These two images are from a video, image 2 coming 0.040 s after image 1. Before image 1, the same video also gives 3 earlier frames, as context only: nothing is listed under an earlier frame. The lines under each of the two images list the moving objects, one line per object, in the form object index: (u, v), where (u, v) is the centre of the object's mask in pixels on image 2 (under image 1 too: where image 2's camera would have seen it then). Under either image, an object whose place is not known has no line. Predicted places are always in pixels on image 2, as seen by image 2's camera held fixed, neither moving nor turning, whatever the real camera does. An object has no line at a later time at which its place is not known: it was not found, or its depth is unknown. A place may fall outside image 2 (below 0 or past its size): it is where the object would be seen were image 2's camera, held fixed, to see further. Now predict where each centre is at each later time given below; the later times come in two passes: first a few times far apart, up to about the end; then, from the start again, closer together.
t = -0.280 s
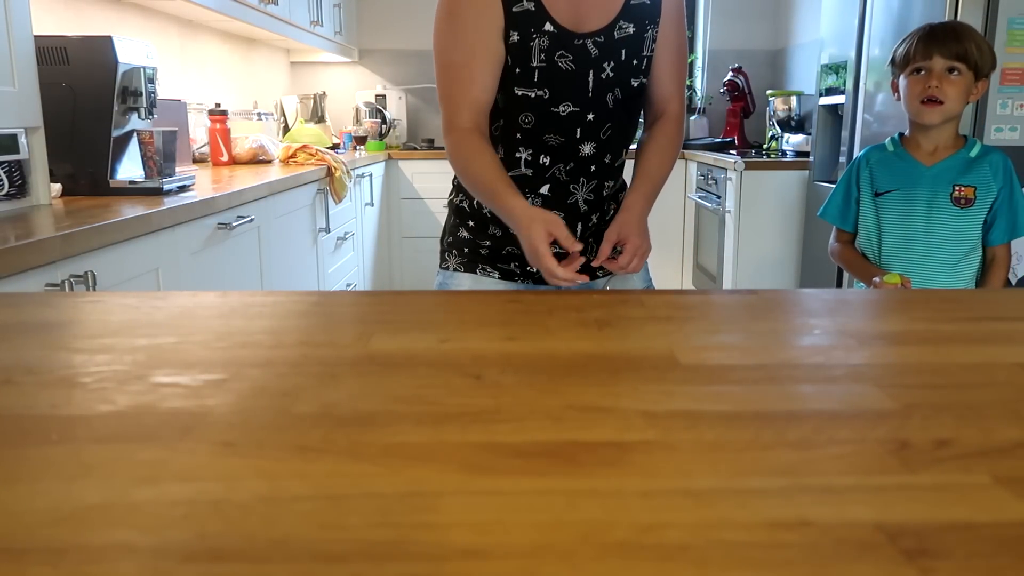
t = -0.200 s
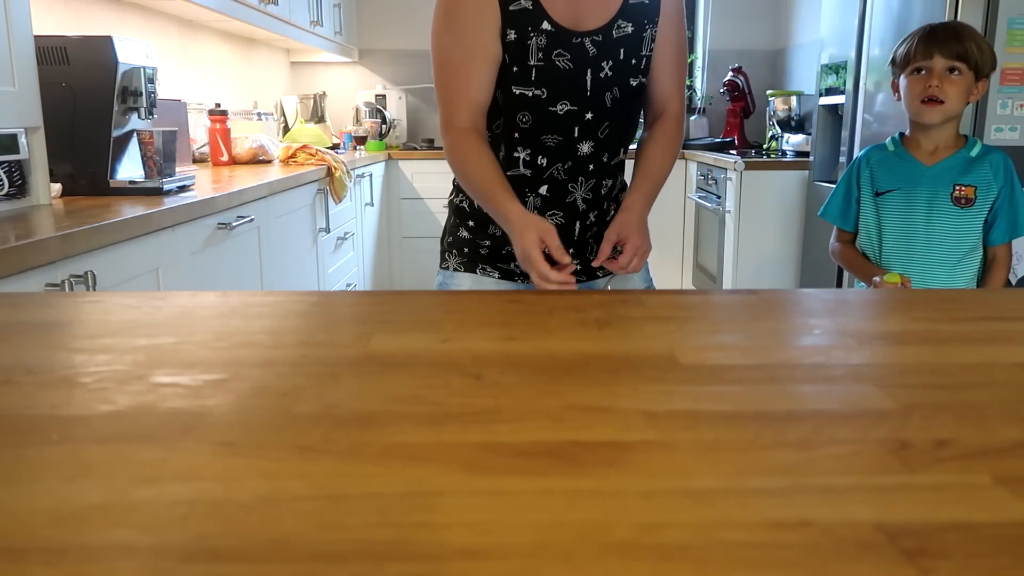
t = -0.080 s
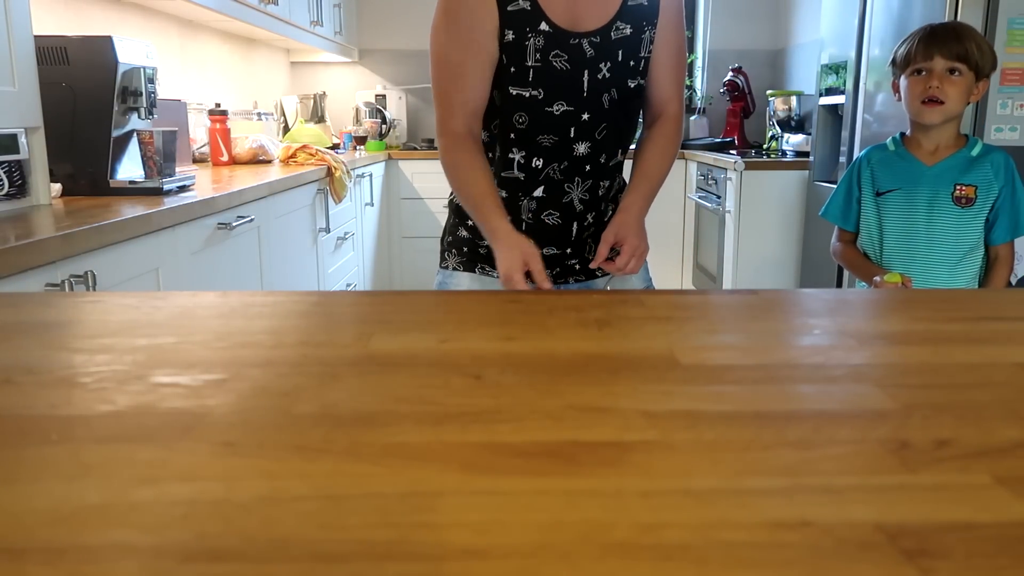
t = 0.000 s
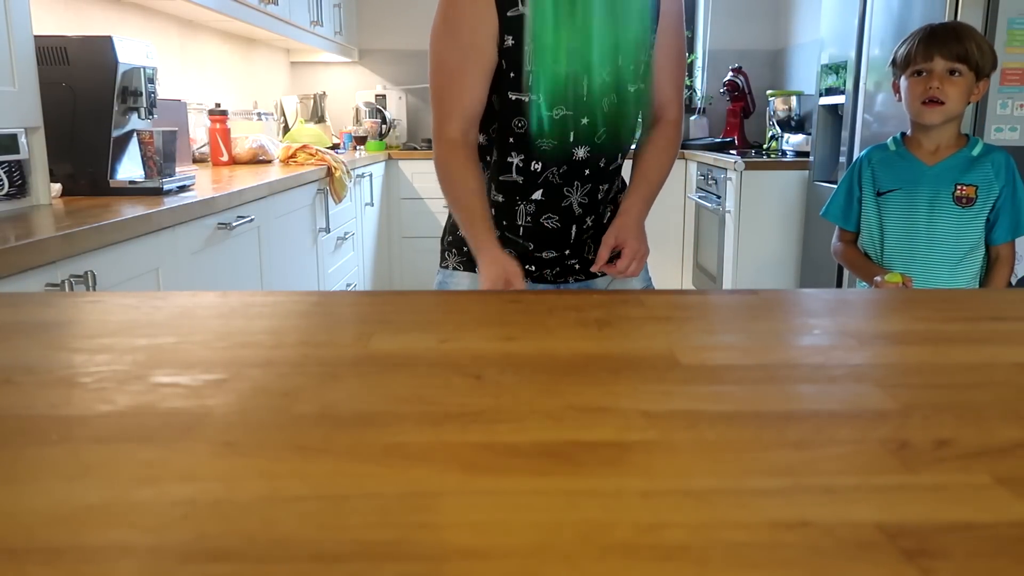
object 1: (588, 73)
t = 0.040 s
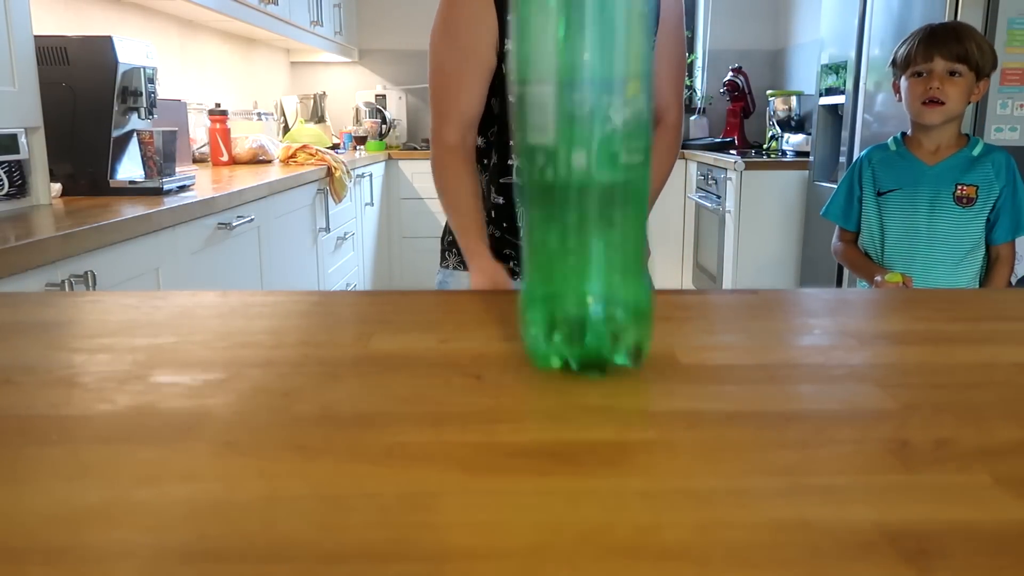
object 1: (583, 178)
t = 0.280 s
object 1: (633, 184)
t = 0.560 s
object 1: (730, 420)
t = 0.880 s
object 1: (766, 420)
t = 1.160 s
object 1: (759, 420)
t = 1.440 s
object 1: (738, 421)
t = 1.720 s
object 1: (715, 420)
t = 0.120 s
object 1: (596, 188)
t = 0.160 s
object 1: (608, 189)
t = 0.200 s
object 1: (618, 188)
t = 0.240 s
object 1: (626, 187)
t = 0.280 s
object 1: (633, 184)
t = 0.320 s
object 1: (643, 183)
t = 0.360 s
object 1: (660, 183)
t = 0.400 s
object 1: (691, 193)
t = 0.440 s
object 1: (788, 348)
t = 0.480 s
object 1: (741, 420)
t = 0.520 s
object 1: (725, 418)
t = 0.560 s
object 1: (730, 420)
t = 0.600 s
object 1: (742, 421)
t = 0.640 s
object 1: (755, 421)
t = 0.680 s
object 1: (759, 421)
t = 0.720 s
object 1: (756, 421)
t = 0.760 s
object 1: (755, 421)
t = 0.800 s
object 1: (758, 421)
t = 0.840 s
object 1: (762, 421)
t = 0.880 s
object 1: (766, 420)
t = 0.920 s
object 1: (768, 420)
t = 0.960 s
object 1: (767, 420)
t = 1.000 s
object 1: (764, 420)
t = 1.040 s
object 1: (761, 420)
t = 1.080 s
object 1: (759, 420)
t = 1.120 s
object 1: (759, 420)
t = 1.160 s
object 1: (759, 420)
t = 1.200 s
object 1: (758, 420)
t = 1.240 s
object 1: (753, 420)
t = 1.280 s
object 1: (747, 420)
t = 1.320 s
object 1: (743, 420)
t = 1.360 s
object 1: (742, 420)
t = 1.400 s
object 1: (741, 420)
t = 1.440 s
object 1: (738, 421)
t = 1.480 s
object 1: (733, 420)
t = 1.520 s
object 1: (727, 421)
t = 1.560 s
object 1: (723, 421)
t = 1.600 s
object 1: (720, 421)
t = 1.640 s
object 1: (719, 421)
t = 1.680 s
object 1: (717, 420)
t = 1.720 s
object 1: (715, 420)
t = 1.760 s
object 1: (711, 420)
